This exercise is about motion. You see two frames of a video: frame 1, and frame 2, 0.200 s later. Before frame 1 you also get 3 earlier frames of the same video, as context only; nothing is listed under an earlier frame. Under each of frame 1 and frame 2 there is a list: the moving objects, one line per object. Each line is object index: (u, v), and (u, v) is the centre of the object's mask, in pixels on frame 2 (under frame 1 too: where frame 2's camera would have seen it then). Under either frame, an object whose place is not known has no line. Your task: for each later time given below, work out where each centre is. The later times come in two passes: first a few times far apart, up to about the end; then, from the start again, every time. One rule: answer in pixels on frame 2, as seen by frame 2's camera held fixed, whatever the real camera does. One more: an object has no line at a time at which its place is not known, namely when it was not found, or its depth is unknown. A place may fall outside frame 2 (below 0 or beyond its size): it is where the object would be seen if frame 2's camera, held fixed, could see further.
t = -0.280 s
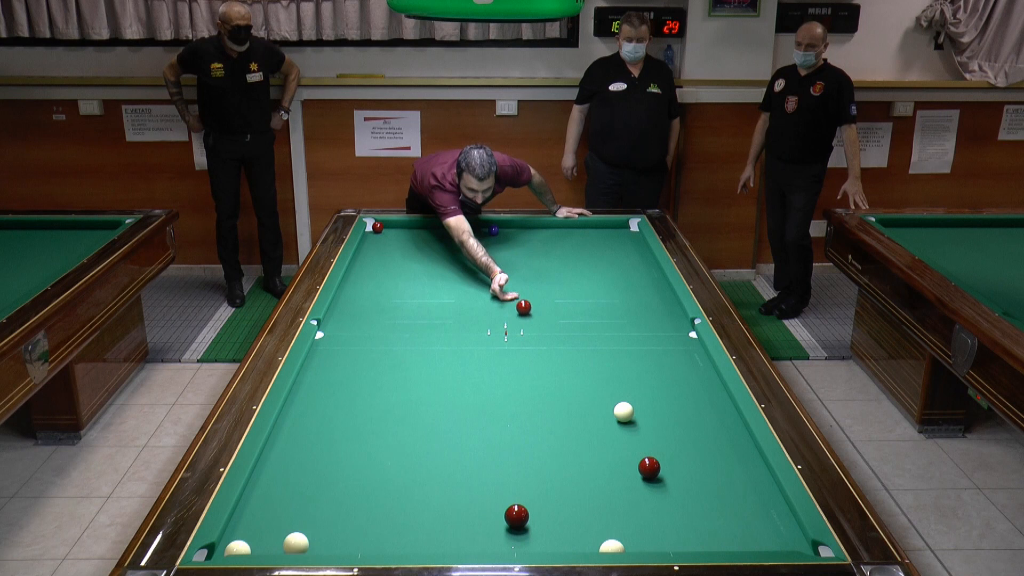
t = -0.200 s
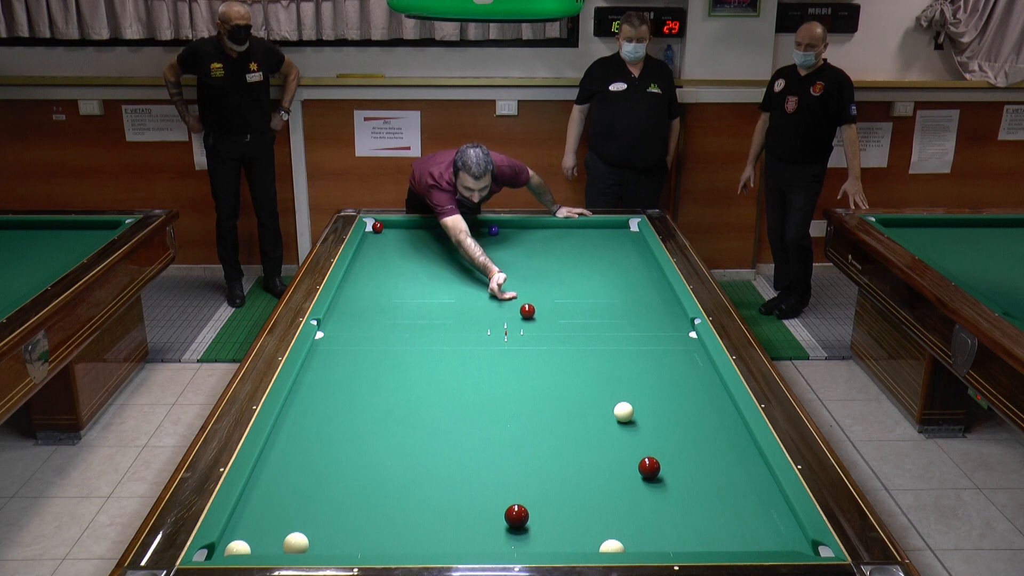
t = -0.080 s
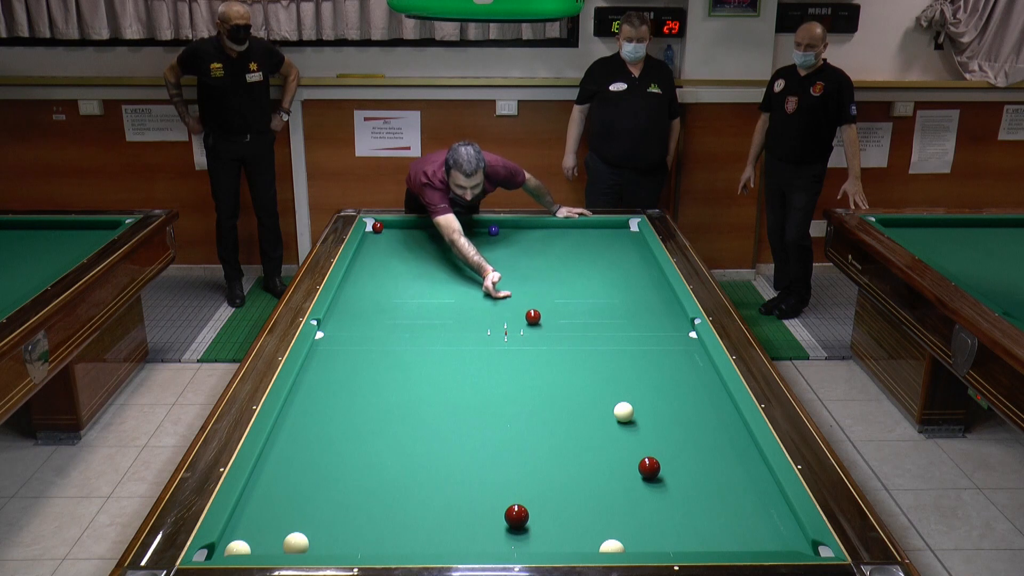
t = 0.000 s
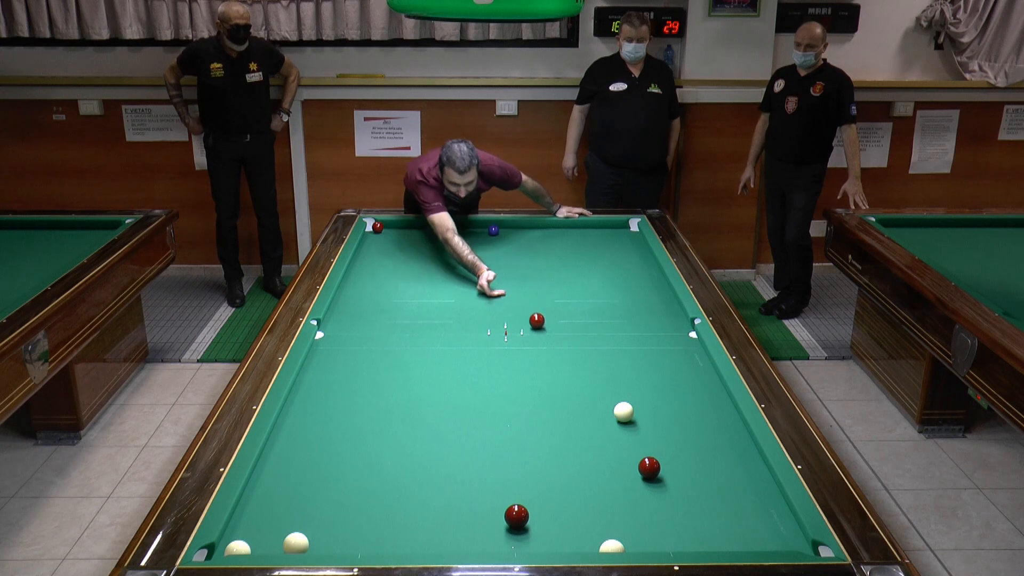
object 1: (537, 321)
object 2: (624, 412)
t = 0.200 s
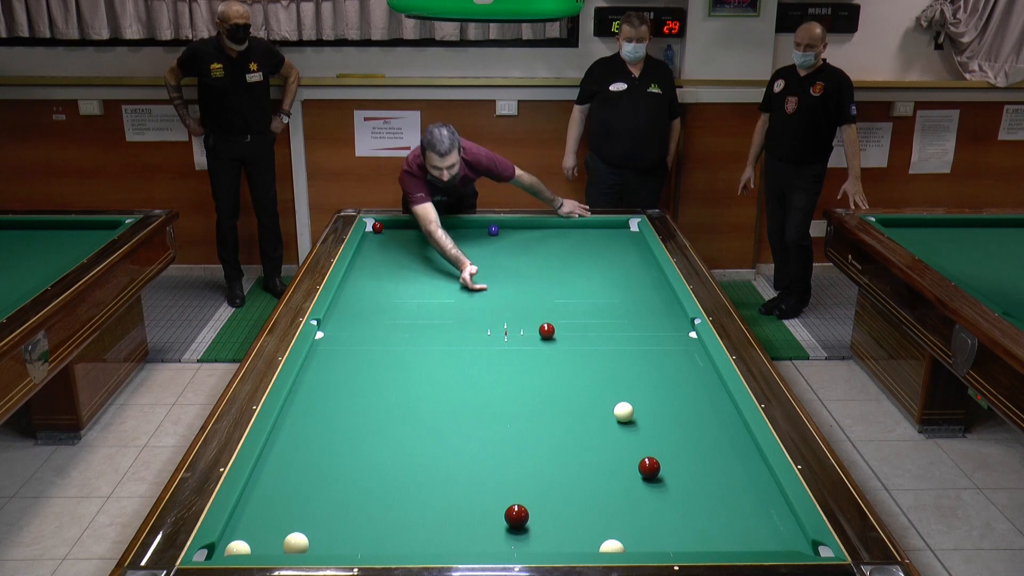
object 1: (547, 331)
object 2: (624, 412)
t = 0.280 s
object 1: (551, 335)
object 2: (624, 412)
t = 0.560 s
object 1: (565, 350)
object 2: (624, 412)
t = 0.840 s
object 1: (580, 366)
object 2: (624, 412)
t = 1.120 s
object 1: (597, 382)
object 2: (624, 412)
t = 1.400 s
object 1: (613, 398)
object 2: (624, 412)
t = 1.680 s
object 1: (621, 406)
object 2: (632, 423)
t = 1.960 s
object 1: (627, 409)
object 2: (642, 435)
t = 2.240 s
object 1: (633, 413)
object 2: (652, 447)
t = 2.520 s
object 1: (637, 415)
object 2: (664, 459)
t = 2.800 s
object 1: (641, 417)
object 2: (677, 467)
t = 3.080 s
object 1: (644, 419)
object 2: (690, 474)
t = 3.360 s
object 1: (647, 421)
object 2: (703, 480)
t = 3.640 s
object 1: (648, 421)
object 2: (715, 487)
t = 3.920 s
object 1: (649, 422)
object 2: (726, 492)
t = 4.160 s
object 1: (649, 422)
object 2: (734, 497)
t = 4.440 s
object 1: (649, 422)
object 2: (743, 501)
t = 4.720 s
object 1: (649, 422)
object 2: (751, 506)
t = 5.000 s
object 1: (649, 422)
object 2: (758, 510)
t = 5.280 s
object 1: (649, 422)
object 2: (764, 513)
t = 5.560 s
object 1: (649, 422)
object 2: (769, 515)
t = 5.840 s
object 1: (649, 422)
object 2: (773, 517)
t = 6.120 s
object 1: (649, 422)
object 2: (776, 519)
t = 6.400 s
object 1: (649, 422)
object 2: (777, 520)
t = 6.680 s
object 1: (649, 422)
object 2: (777, 520)
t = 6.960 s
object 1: (649, 422)
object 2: (776, 519)
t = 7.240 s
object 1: (649, 422)
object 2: (776, 519)
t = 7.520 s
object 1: (649, 422)
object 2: (775, 519)
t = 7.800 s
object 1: (649, 422)
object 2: (775, 519)
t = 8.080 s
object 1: (649, 422)
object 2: (775, 519)
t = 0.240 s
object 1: (549, 333)
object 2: (624, 412)
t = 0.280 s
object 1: (551, 335)
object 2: (624, 412)
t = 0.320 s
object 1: (553, 337)
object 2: (624, 412)
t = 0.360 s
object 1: (555, 339)
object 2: (624, 412)
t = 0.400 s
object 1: (557, 342)
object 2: (624, 412)
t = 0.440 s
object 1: (559, 344)
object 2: (624, 412)
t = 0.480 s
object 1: (561, 345)
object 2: (624, 412)
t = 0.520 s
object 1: (563, 348)
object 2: (624, 412)
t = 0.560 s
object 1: (565, 350)
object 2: (624, 412)
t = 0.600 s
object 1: (567, 352)
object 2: (624, 412)
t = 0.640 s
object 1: (569, 355)
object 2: (624, 412)
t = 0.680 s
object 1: (572, 357)
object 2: (624, 412)
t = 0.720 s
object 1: (574, 359)
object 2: (624, 412)
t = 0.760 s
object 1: (576, 361)
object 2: (624, 412)
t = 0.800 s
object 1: (578, 364)
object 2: (624, 412)
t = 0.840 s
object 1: (580, 366)
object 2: (624, 412)
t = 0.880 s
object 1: (583, 368)
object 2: (624, 412)
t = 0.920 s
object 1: (585, 371)
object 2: (624, 412)
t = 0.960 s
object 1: (587, 373)
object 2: (624, 412)
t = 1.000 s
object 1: (589, 375)
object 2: (624, 412)
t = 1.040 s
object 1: (592, 378)
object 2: (624, 412)
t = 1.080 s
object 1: (594, 380)
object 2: (624, 412)
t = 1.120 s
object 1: (597, 382)
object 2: (624, 412)
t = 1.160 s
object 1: (599, 385)
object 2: (624, 412)
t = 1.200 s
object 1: (601, 387)
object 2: (624, 412)
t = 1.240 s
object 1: (604, 390)
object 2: (624, 412)
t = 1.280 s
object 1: (606, 392)
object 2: (624, 412)
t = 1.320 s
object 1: (608, 394)
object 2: (624, 412)
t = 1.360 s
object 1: (611, 397)
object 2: (624, 412)
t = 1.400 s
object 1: (613, 398)
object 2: (624, 412)
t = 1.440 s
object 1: (614, 400)
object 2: (624, 412)
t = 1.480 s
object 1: (616, 401)
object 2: (625, 413)
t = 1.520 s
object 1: (617, 402)
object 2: (627, 416)
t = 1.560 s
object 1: (618, 403)
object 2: (628, 418)
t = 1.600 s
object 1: (619, 404)
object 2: (630, 419)
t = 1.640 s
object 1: (620, 405)
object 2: (631, 421)
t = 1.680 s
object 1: (621, 406)
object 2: (632, 423)
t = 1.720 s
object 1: (622, 406)
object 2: (634, 425)
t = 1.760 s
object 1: (623, 407)
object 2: (635, 427)
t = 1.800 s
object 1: (624, 407)
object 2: (637, 428)
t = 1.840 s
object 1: (625, 408)
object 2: (638, 430)
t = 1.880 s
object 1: (626, 408)
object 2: (639, 432)
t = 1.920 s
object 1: (627, 409)
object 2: (641, 434)
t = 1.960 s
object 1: (627, 409)
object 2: (642, 435)
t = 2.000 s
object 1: (628, 410)
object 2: (643, 437)
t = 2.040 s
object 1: (629, 410)
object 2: (645, 439)
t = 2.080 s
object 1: (630, 411)
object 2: (646, 440)
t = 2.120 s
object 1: (631, 411)
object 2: (647, 442)
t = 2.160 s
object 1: (631, 412)
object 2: (649, 444)
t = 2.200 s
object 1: (632, 412)
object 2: (650, 446)
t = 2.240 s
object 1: (633, 413)
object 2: (652, 447)
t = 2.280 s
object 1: (633, 413)
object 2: (653, 449)
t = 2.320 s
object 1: (634, 413)
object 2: (655, 450)
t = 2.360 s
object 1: (635, 414)
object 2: (656, 452)
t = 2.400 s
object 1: (635, 414)
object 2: (659, 454)
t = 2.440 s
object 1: (636, 415)
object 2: (660, 456)
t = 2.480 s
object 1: (637, 415)
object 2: (662, 457)
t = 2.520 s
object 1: (637, 415)
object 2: (664, 459)
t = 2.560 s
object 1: (638, 416)
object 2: (665, 460)
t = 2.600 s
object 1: (638, 416)
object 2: (667, 462)
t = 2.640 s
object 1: (639, 416)
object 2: (669, 463)
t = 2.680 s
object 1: (639, 417)
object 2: (671, 464)
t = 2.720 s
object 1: (640, 417)
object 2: (673, 465)
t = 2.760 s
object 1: (640, 417)
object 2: (675, 466)
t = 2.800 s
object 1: (641, 417)
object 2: (677, 467)
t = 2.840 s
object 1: (642, 418)
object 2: (679, 468)
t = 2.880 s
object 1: (642, 418)
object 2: (681, 469)
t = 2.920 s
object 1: (642, 418)
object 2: (683, 470)
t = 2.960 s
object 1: (643, 418)
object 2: (685, 471)
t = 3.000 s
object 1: (643, 419)
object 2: (687, 472)
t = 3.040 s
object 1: (644, 419)
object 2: (689, 473)
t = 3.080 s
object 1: (644, 419)
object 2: (690, 474)
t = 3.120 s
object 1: (645, 419)
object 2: (692, 475)
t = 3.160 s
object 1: (645, 419)
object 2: (694, 476)
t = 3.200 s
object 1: (645, 420)
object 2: (696, 477)
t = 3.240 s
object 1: (645, 420)
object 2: (698, 478)
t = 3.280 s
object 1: (646, 420)
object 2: (700, 479)
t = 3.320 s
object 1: (646, 420)
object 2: (701, 479)
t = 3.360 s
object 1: (647, 421)
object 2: (703, 480)
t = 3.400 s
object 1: (647, 420)
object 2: (705, 481)
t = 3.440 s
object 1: (647, 421)
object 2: (707, 482)
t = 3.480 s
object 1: (647, 421)
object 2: (708, 483)
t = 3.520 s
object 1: (647, 421)
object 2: (710, 484)
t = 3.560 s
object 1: (648, 421)
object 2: (712, 485)
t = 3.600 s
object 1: (648, 421)
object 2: (713, 486)
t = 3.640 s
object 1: (648, 421)
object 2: (715, 487)
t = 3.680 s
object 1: (648, 422)
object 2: (717, 487)
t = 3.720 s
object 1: (648, 421)
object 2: (718, 488)
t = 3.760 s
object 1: (648, 422)
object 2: (720, 489)
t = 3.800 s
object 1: (648, 422)
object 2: (721, 490)
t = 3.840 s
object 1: (648, 422)
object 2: (723, 491)
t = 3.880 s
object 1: (649, 422)
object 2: (724, 492)
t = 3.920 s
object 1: (649, 422)
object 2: (726, 492)
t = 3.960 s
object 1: (649, 422)
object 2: (727, 493)
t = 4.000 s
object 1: (649, 422)
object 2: (729, 494)
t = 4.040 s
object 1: (649, 422)
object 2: (730, 495)
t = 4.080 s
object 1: (649, 422)
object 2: (732, 495)
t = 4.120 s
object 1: (649, 422)
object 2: (733, 496)
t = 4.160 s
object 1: (649, 422)
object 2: (734, 497)
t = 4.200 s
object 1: (649, 422)
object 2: (736, 498)
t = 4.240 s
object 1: (649, 422)
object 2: (737, 498)
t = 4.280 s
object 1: (649, 422)
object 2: (738, 499)
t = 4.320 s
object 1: (649, 422)
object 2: (740, 500)
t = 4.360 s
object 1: (649, 422)
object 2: (741, 500)
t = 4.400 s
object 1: (649, 422)
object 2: (742, 501)
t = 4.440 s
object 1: (649, 422)
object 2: (743, 501)
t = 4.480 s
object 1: (649, 422)
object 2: (745, 502)
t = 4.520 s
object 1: (649, 422)
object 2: (746, 503)
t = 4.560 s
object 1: (649, 422)
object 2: (747, 503)
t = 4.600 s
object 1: (649, 422)
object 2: (748, 504)
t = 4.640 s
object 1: (649, 422)
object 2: (749, 504)
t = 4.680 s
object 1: (649, 422)
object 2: (750, 505)
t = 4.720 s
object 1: (649, 422)
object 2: (751, 506)
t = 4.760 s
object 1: (649, 422)
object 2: (752, 506)
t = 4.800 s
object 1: (649, 422)
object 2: (753, 507)
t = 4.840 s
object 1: (649, 422)
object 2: (754, 507)
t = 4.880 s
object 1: (649, 422)
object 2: (755, 508)
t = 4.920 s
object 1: (649, 422)
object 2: (756, 508)
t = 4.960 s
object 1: (649, 422)
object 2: (757, 509)
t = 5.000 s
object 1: (649, 422)
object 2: (758, 510)
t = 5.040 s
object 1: (649, 422)
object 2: (759, 510)
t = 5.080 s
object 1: (649, 422)
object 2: (760, 510)
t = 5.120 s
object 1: (649, 422)
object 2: (761, 511)
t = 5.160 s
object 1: (649, 422)
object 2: (762, 511)
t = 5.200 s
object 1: (649, 422)
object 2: (763, 512)
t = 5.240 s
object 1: (649, 422)
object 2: (763, 512)
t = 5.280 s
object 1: (649, 422)
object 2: (764, 513)
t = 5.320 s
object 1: (649, 422)
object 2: (765, 513)
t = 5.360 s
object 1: (649, 422)
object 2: (766, 514)
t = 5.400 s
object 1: (649, 422)
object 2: (767, 514)
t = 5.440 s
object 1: (649, 422)
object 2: (767, 514)
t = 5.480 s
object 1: (649, 422)
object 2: (768, 515)
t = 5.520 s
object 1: (649, 422)
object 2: (769, 515)
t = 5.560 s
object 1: (649, 422)
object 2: (769, 515)
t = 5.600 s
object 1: (649, 422)
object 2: (770, 516)
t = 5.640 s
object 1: (649, 422)
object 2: (771, 516)
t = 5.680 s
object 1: (649, 422)
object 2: (771, 516)
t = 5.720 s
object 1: (649, 422)
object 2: (772, 517)
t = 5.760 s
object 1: (649, 422)
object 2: (772, 517)
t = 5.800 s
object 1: (649, 422)
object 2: (773, 517)
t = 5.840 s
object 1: (649, 422)
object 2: (773, 517)
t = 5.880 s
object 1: (649, 422)
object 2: (774, 518)
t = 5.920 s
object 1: (649, 422)
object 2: (774, 518)
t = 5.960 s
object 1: (649, 422)
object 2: (775, 518)
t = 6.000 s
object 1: (649, 422)
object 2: (775, 518)
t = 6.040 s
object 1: (649, 422)
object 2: (775, 519)
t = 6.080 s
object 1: (649, 422)
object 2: (776, 519)
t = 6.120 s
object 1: (649, 422)
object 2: (776, 519)
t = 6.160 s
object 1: (649, 422)
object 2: (776, 519)
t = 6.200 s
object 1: (649, 422)
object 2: (776, 519)
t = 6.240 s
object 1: (649, 422)
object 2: (777, 520)
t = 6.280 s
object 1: (649, 422)
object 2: (777, 520)
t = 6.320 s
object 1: (649, 422)
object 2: (777, 520)
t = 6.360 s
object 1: (649, 422)
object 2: (777, 520)
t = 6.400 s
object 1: (649, 422)
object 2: (777, 520)
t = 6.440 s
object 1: (649, 422)
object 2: (777, 520)
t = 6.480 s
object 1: (649, 422)
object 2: (777, 520)
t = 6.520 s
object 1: (649, 422)
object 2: (777, 520)
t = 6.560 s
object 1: (649, 422)
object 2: (777, 520)
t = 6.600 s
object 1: (649, 422)
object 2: (777, 520)
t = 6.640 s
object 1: (649, 422)
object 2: (777, 520)
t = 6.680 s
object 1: (649, 422)
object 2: (777, 520)
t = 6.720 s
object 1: (649, 422)
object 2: (776, 520)
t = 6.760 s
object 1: (649, 422)
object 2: (776, 520)
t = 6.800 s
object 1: (649, 422)
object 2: (776, 519)
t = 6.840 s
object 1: (649, 422)
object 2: (776, 519)
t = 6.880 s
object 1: (649, 422)
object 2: (776, 519)
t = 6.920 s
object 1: (649, 422)
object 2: (776, 519)
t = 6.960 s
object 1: (649, 422)
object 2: (776, 519)
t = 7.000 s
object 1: (649, 422)
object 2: (776, 519)
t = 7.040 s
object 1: (649, 422)
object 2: (776, 519)
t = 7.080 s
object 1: (649, 422)
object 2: (776, 519)
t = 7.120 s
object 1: (649, 422)
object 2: (776, 519)
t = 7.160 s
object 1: (649, 422)
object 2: (776, 519)
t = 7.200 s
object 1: (649, 422)
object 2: (776, 519)
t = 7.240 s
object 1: (649, 422)
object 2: (776, 519)
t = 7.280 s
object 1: (649, 422)
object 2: (775, 519)
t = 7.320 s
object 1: (649, 422)
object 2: (775, 519)
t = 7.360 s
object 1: (649, 422)
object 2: (775, 519)
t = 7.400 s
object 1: (649, 422)
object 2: (775, 519)
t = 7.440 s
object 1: (649, 422)
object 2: (775, 519)
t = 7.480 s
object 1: (649, 422)
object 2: (775, 519)
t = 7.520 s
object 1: (649, 422)
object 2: (775, 519)
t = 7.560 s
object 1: (649, 422)
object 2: (775, 519)
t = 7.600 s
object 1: (649, 422)
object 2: (775, 519)
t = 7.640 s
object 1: (649, 422)
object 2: (775, 519)
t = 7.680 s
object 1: (649, 422)
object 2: (775, 519)
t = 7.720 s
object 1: (649, 422)
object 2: (775, 519)
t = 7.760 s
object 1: (649, 422)
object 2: (775, 519)
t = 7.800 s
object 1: (649, 422)
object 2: (775, 519)
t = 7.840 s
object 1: (649, 422)
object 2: (775, 519)
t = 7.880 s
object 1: (649, 422)
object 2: (775, 519)
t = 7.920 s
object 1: (649, 422)
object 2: (775, 519)
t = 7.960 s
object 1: (649, 422)
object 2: (775, 519)
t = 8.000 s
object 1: (649, 422)
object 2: (775, 519)
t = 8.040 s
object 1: (649, 422)
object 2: (775, 519)
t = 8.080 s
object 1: (649, 422)
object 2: (775, 519)
